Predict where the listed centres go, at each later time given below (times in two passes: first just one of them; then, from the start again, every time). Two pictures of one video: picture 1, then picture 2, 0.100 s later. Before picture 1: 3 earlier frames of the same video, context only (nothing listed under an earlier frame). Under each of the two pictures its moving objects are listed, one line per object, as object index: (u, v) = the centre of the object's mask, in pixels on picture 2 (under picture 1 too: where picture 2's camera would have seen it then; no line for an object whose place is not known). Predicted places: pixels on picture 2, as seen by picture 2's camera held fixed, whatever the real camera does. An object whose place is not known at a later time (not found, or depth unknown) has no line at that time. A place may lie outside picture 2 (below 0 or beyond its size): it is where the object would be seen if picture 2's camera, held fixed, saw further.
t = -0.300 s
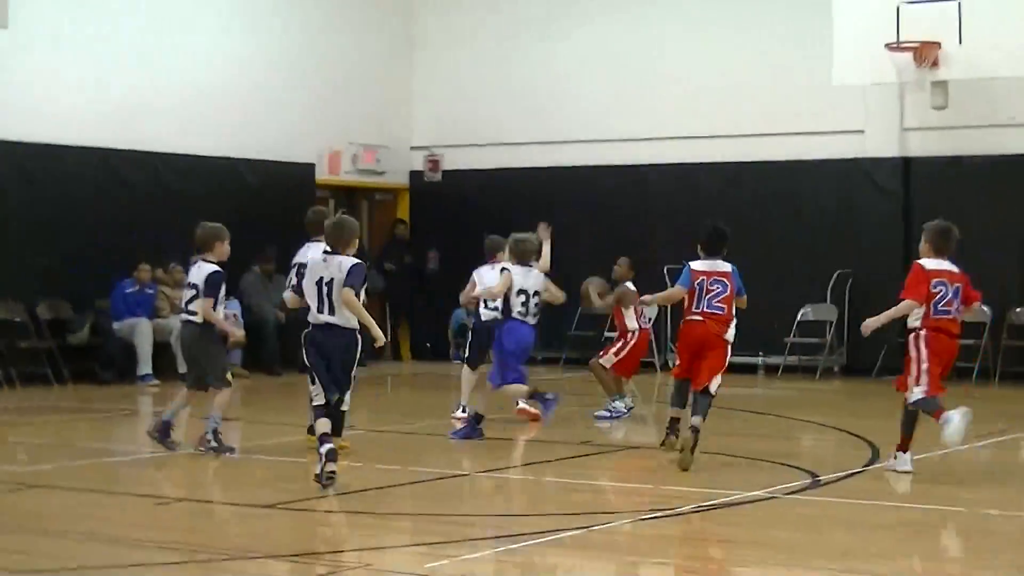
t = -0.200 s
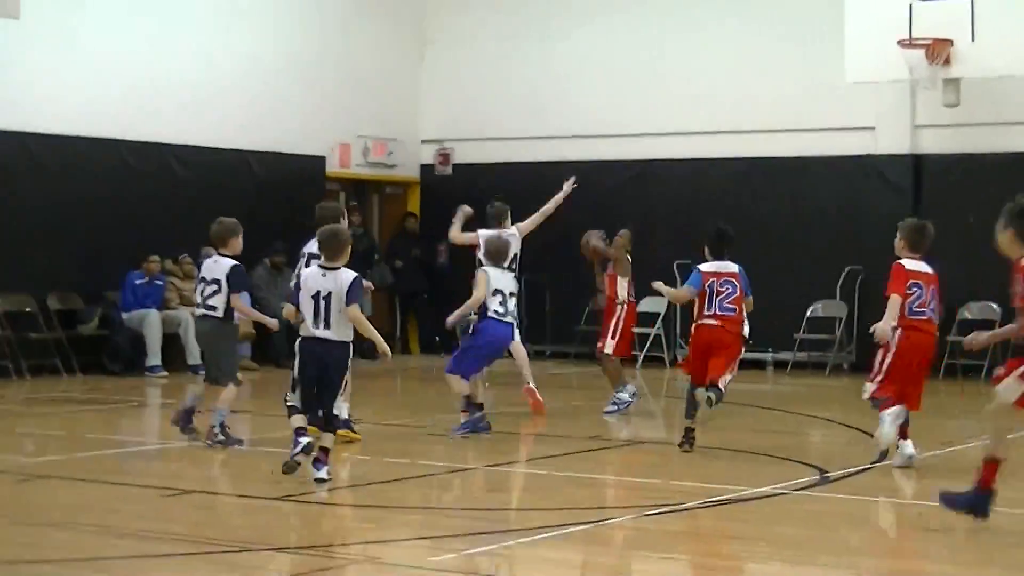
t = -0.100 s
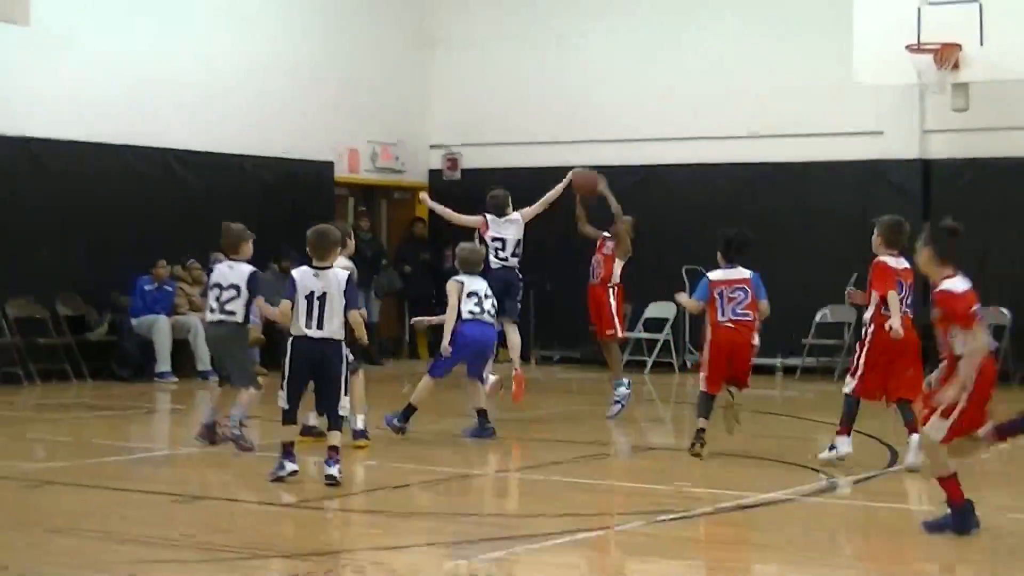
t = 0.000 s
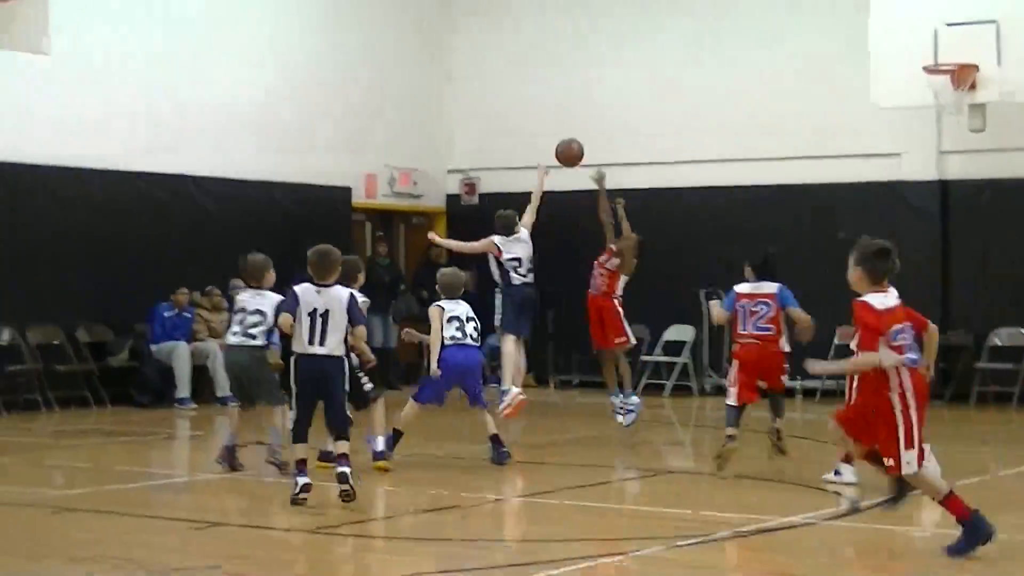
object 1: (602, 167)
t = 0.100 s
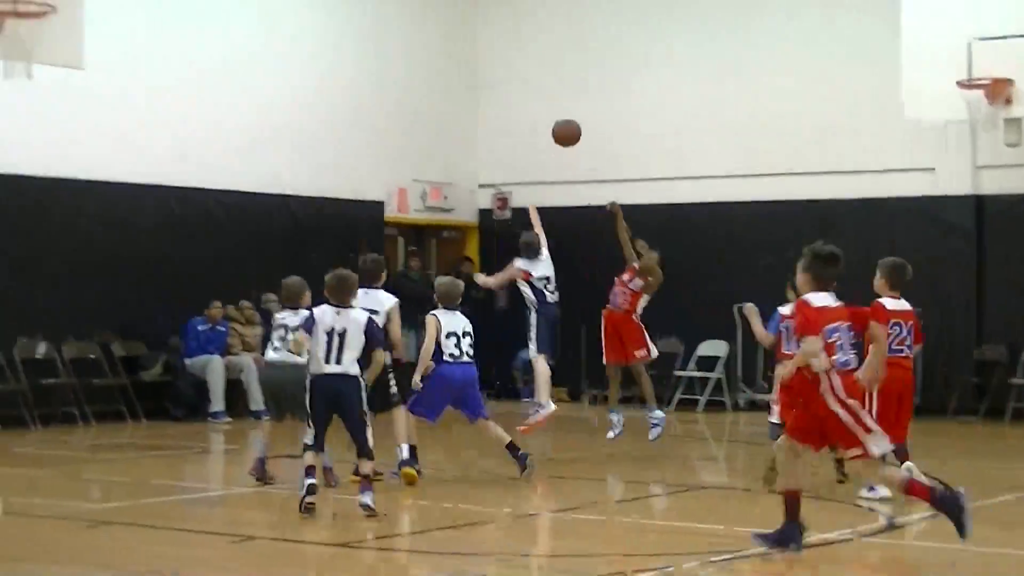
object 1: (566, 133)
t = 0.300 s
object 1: (500, 101)
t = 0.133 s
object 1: (555, 123)
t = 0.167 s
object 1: (545, 116)
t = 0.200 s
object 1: (534, 109)
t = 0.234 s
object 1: (522, 105)
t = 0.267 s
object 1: (512, 102)
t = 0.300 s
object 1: (500, 101)
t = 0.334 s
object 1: (489, 101)
